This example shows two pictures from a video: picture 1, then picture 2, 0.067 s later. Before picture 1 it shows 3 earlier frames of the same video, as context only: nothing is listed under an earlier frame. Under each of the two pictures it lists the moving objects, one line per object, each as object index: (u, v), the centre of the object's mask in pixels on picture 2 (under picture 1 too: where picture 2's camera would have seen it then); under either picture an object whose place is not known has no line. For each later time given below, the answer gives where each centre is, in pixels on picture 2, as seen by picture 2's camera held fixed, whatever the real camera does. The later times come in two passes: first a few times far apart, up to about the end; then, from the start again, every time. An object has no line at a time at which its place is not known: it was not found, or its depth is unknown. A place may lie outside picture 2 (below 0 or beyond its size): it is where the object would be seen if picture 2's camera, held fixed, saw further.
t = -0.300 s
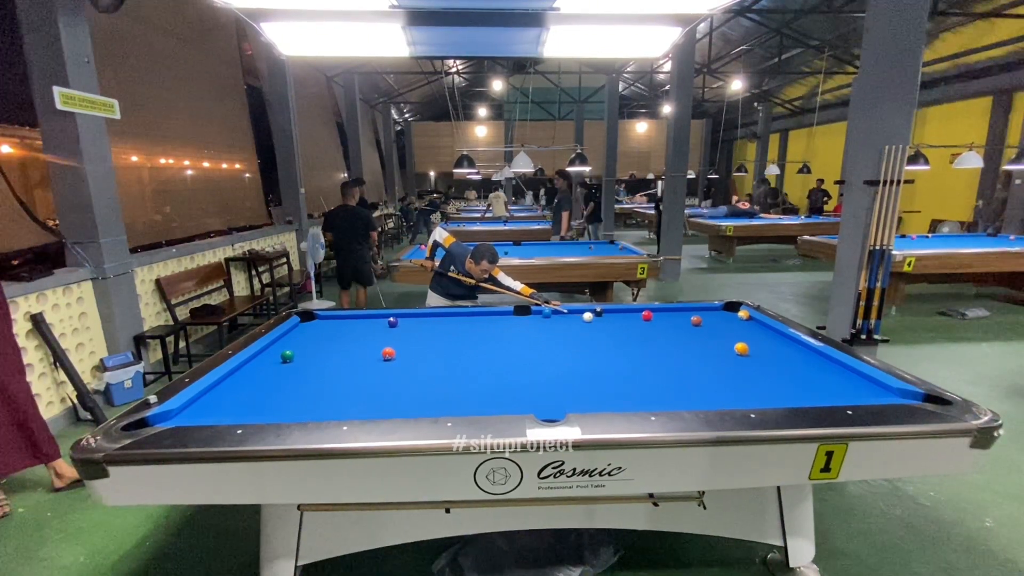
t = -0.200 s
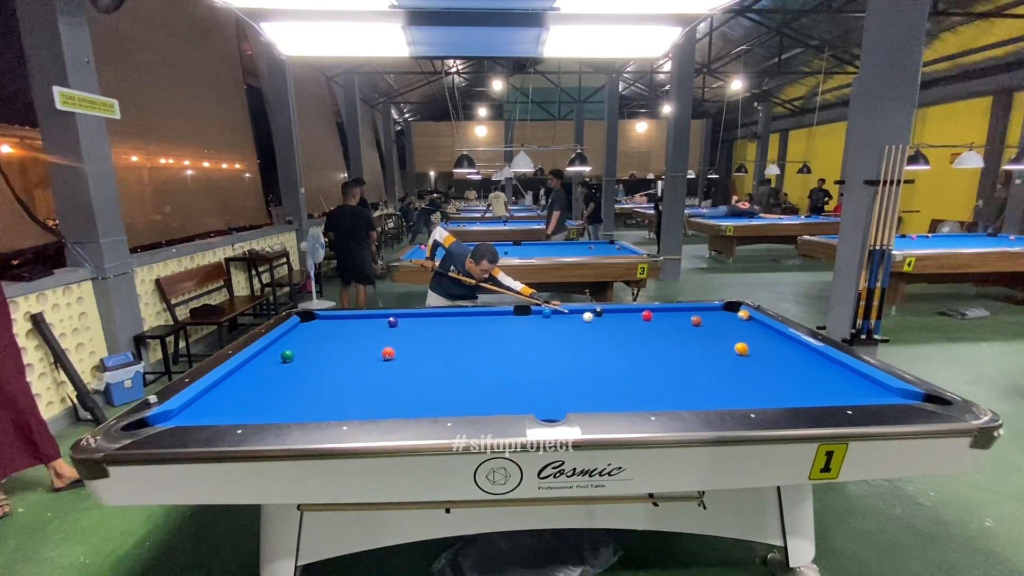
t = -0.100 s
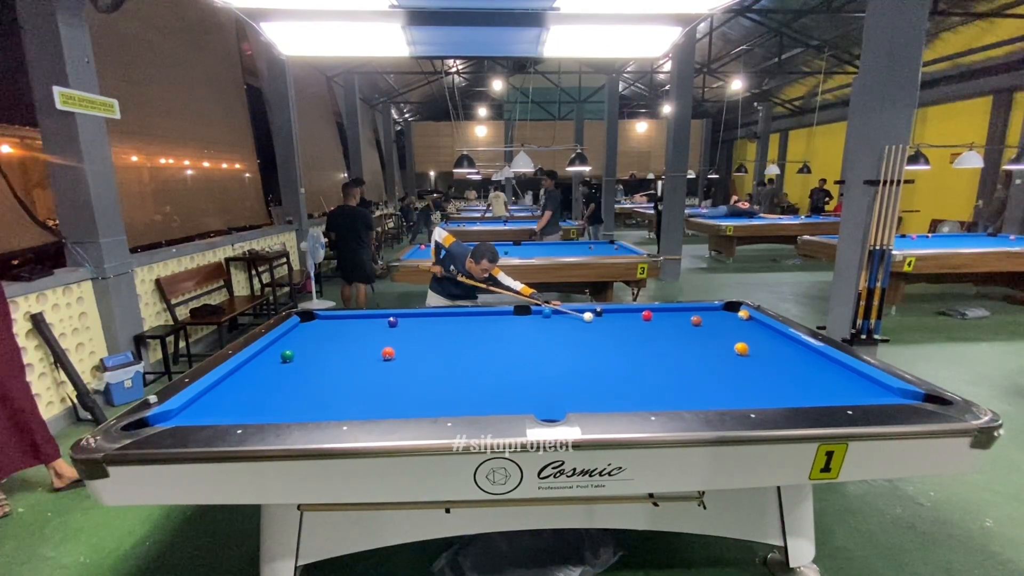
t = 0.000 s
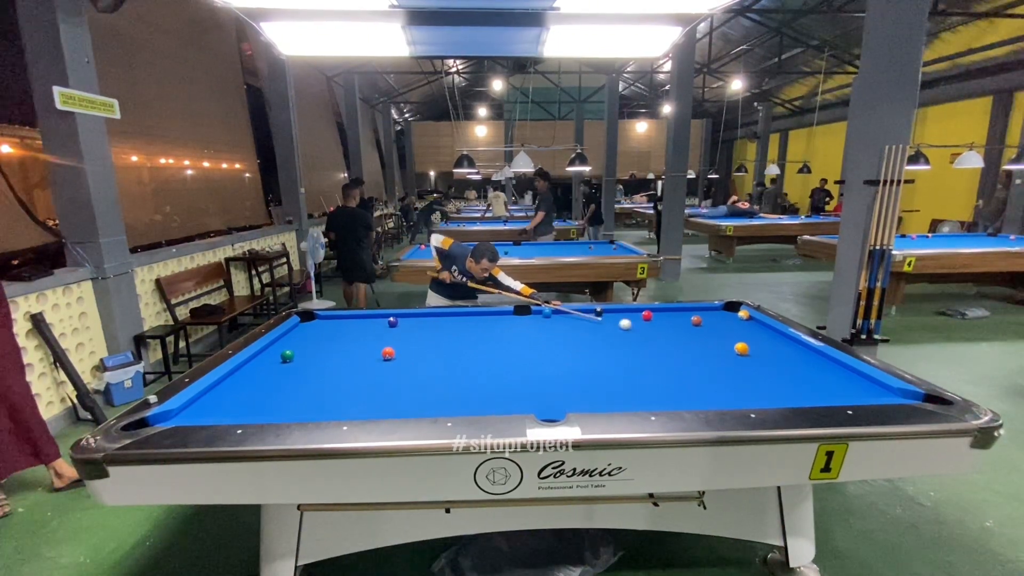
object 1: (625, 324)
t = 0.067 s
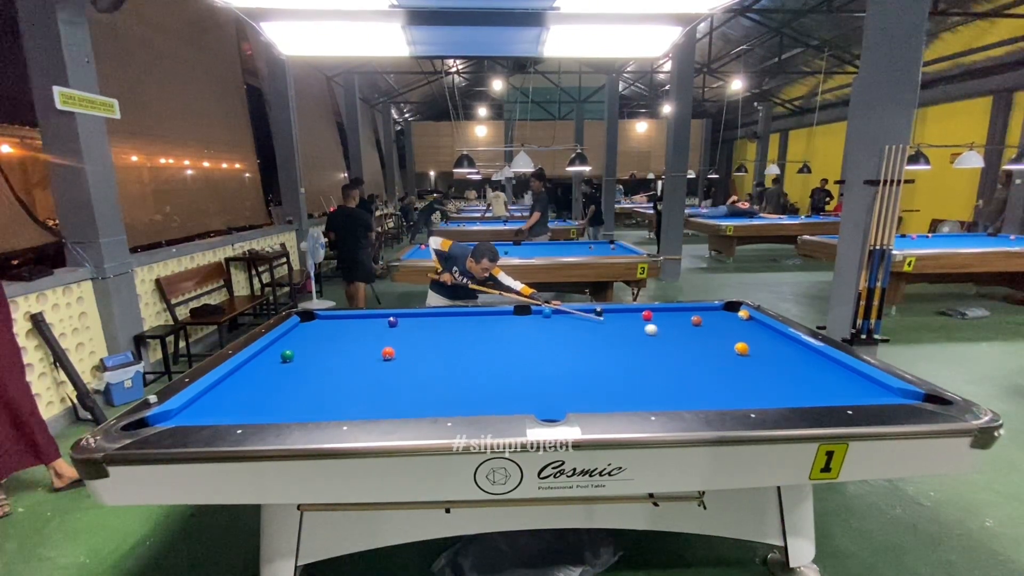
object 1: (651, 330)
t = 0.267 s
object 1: (725, 344)
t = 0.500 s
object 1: (756, 345)
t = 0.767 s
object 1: (793, 346)
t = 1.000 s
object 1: (794, 346)
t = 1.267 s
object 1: (775, 345)
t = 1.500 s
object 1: (760, 344)
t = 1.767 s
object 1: (744, 344)
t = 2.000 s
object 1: (731, 343)
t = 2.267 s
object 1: (717, 342)
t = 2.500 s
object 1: (707, 341)
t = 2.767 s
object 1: (696, 341)
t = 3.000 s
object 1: (688, 340)
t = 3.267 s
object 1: (680, 340)
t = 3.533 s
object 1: (673, 340)
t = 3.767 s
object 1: (668, 340)
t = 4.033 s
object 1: (664, 339)
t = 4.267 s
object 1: (661, 339)
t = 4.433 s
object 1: (659, 339)
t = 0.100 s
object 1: (664, 332)
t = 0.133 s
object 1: (676, 334)
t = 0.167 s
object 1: (688, 337)
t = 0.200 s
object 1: (701, 340)
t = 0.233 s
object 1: (713, 342)
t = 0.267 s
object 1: (725, 344)
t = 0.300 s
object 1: (731, 345)
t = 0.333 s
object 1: (734, 345)
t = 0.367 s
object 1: (738, 344)
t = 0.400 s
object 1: (742, 344)
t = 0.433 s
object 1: (746, 345)
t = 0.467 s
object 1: (751, 345)
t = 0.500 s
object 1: (756, 345)
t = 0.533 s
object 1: (760, 345)
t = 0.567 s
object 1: (765, 345)
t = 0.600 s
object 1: (770, 345)
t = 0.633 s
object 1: (775, 346)
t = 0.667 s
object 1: (779, 346)
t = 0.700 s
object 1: (784, 346)
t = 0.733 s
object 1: (789, 346)
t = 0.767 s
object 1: (793, 346)
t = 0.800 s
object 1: (798, 346)
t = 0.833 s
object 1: (803, 347)
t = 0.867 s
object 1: (805, 347)
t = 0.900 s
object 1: (802, 346)
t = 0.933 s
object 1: (799, 346)
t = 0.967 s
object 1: (797, 346)
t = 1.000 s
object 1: (794, 346)
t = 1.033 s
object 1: (792, 346)
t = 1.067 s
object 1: (789, 346)
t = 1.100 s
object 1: (787, 346)
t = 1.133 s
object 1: (785, 346)
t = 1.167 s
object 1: (782, 345)
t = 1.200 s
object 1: (780, 345)
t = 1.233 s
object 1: (777, 345)
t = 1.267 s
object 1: (775, 345)
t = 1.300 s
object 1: (773, 345)
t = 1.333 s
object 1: (771, 345)
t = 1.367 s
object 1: (768, 345)
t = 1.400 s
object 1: (766, 344)
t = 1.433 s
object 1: (764, 344)
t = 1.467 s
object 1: (762, 344)
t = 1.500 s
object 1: (760, 344)
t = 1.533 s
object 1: (758, 344)
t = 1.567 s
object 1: (756, 344)
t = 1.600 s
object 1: (754, 344)
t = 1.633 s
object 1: (752, 344)
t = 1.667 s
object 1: (750, 344)
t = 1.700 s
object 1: (747, 344)
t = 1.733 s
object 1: (746, 344)
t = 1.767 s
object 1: (744, 344)
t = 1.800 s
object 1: (742, 343)
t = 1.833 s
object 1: (740, 343)
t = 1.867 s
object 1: (738, 343)
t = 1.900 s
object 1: (736, 343)
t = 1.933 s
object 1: (734, 343)
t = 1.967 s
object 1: (733, 343)
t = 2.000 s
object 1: (731, 343)
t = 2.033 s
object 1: (729, 343)
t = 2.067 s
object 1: (727, 343)
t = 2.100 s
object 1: (726, 343)
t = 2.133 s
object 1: (724, 342)
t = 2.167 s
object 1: (722, 342)
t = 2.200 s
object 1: (721, 342)
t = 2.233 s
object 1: (719, 342)
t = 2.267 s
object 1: (717, 342)
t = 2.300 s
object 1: (716, 342)
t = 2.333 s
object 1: (714, 342)
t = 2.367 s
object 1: (713, 342)
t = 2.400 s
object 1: (711, 342)
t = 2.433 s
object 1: (710, 341)
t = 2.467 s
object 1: (708, 341)
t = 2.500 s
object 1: (707, 341)
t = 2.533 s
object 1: (705, 341)
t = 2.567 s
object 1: (704, 341)
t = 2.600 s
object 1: (703, 341)
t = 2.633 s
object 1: (701, 341)
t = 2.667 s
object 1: (700, 341)
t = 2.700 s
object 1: (699, 341)
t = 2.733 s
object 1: (697, 341)
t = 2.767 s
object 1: (696, 341)
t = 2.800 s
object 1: (695, 341)
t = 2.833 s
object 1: (693, 341)
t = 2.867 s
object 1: (692, 340)
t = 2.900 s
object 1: (691, 340)
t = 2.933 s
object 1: (690, 340)
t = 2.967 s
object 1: (689, 340)
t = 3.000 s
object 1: (688, 340)
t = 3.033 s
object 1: (687, 340)
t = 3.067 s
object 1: (686, 340)
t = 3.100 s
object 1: (685, 340)
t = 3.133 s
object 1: (684, 340)
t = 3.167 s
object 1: (683, 340)
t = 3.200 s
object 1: (682, 340)
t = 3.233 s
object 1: (681, 340)
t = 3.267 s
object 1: (680, 340)
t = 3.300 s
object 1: (679, 340)
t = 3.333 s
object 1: (678, 340)
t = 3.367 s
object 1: (677, 340)
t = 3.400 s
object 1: (676, 340)
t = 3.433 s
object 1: (675, 340)
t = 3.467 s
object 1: (675, 340)
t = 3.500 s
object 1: (674, 340)
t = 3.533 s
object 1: (673, 340)
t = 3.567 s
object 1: (672, 340)
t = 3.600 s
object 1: (672, 340)
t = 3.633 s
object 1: (671, 340)
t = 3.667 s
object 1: (670, 340)
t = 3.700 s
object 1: (669, 340)
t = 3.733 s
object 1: (669, 339)
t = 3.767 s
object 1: (668, 340)
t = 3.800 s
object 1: (667, 340)
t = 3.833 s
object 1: (667, 340)
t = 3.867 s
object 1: (666, 340)
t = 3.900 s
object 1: (666, 340)
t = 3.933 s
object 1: (665, 339)
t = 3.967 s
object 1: (665, 339)
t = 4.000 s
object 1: (664, 339)
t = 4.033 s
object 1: (664, 339)
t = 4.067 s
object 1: (663, 339)
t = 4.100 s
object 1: (663, 339)
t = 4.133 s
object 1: (662, 339)
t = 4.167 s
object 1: (662, 339)
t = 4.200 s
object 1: (662, 339)
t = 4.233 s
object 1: (661, 339)
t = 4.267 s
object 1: (661, 339)
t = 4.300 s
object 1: (661, 339)
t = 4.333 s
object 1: (660, 339)
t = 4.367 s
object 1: (660, 339)
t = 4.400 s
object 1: (660, 339)
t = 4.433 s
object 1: (659, 339)
